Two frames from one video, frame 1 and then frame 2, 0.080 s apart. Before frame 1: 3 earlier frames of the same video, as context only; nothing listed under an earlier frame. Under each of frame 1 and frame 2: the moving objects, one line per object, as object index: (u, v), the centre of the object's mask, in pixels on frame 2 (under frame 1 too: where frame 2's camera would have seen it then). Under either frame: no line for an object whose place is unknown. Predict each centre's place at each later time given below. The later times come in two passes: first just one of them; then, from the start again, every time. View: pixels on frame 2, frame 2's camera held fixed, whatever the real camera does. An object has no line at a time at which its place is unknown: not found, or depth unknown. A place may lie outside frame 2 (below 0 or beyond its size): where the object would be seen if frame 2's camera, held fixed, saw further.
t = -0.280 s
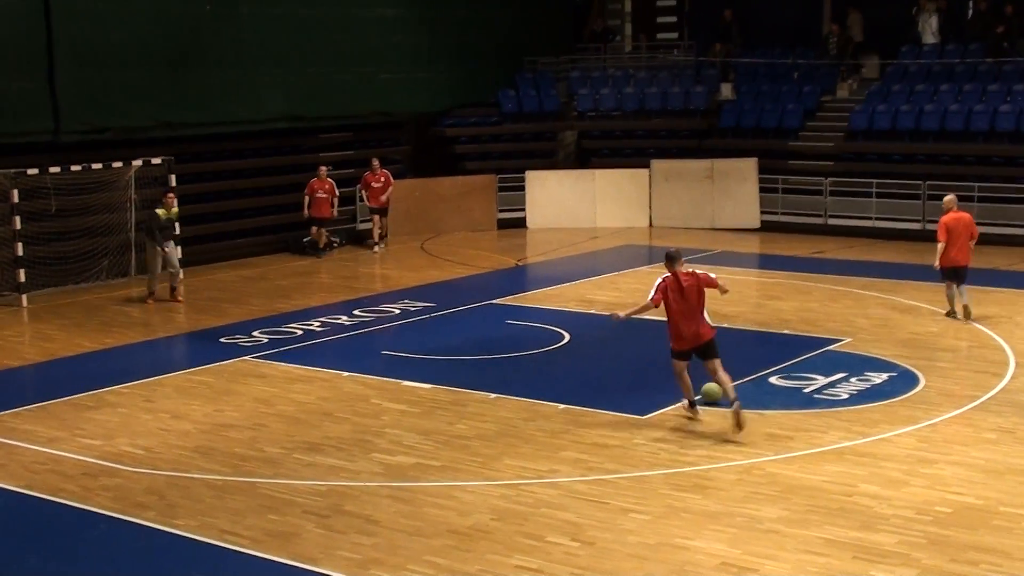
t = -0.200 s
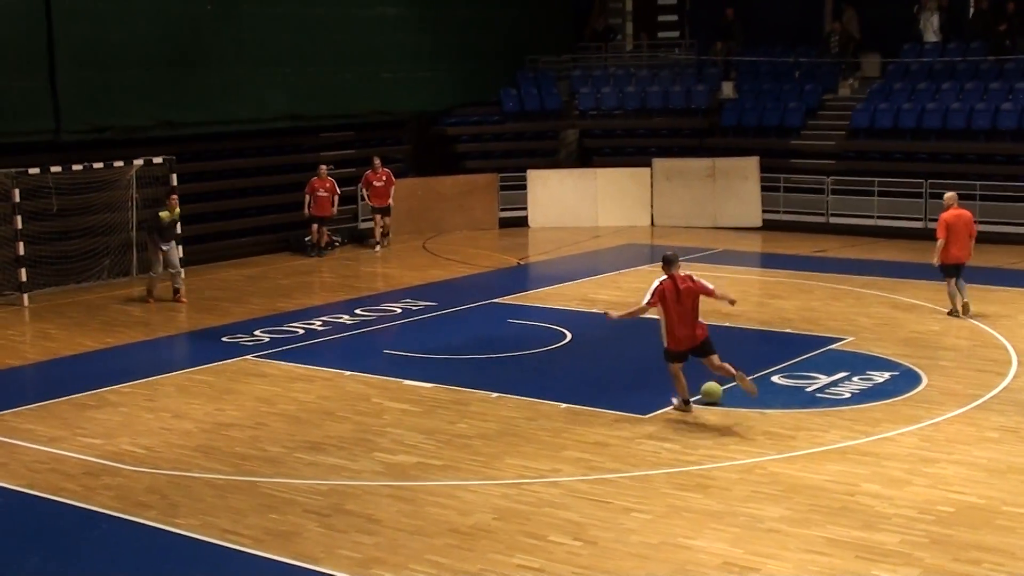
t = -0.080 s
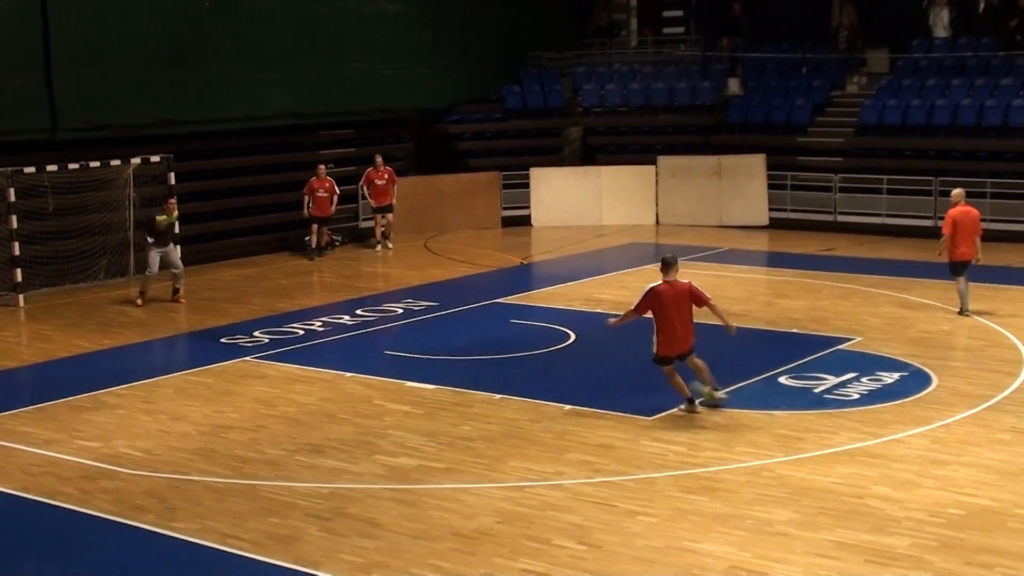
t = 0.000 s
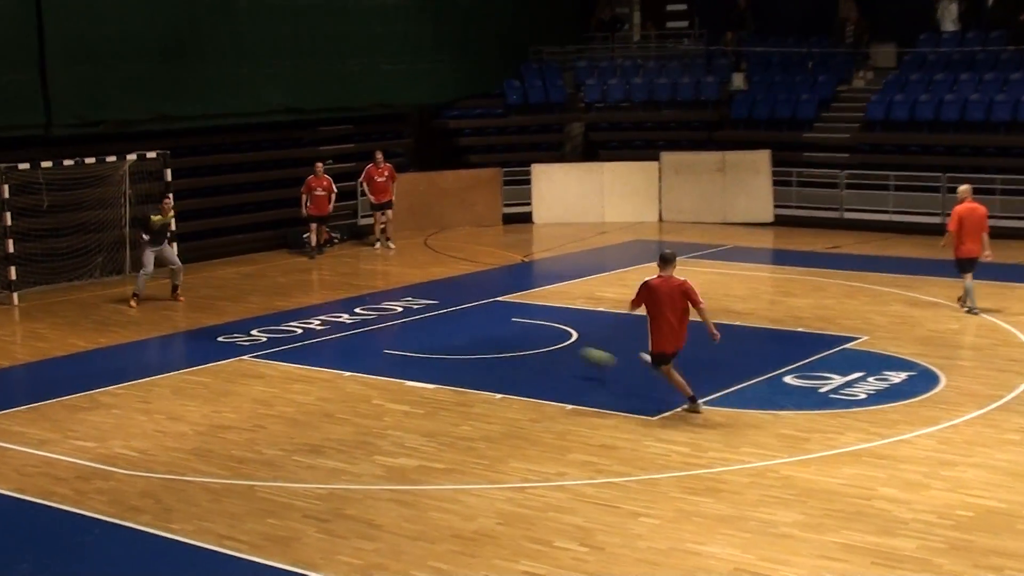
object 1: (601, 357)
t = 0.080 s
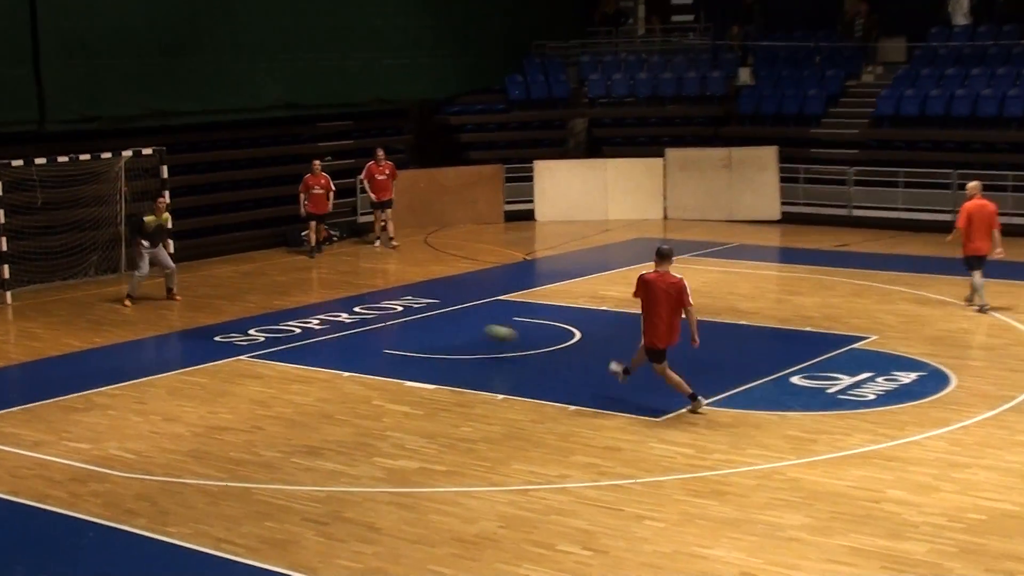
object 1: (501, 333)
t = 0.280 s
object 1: (302, 306)
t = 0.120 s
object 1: (455, 323)
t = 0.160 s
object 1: (416, 316)
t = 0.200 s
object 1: (376, 309)
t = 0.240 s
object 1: (336, 306)
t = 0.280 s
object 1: (302, 306)
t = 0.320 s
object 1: (267, 301)
